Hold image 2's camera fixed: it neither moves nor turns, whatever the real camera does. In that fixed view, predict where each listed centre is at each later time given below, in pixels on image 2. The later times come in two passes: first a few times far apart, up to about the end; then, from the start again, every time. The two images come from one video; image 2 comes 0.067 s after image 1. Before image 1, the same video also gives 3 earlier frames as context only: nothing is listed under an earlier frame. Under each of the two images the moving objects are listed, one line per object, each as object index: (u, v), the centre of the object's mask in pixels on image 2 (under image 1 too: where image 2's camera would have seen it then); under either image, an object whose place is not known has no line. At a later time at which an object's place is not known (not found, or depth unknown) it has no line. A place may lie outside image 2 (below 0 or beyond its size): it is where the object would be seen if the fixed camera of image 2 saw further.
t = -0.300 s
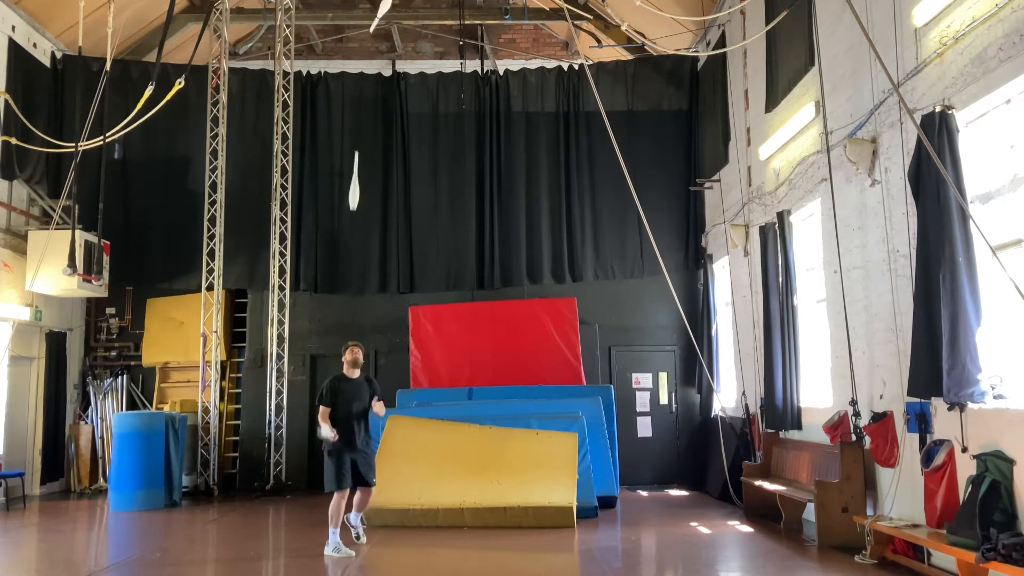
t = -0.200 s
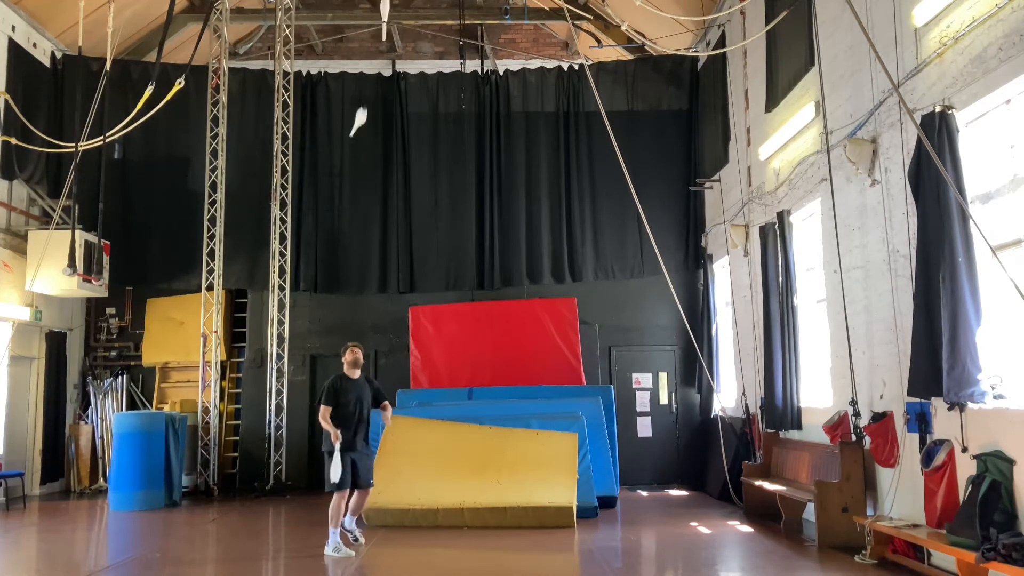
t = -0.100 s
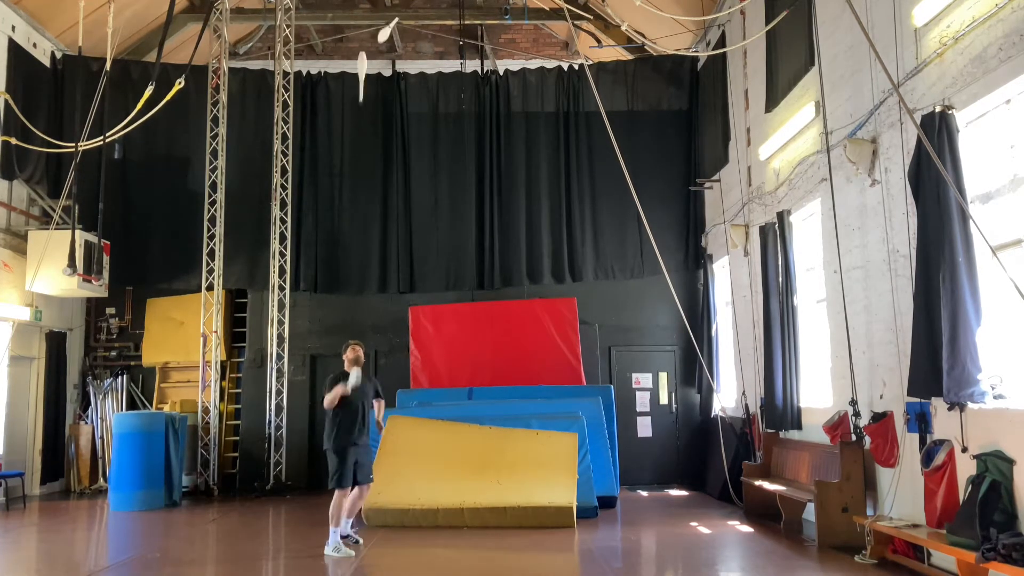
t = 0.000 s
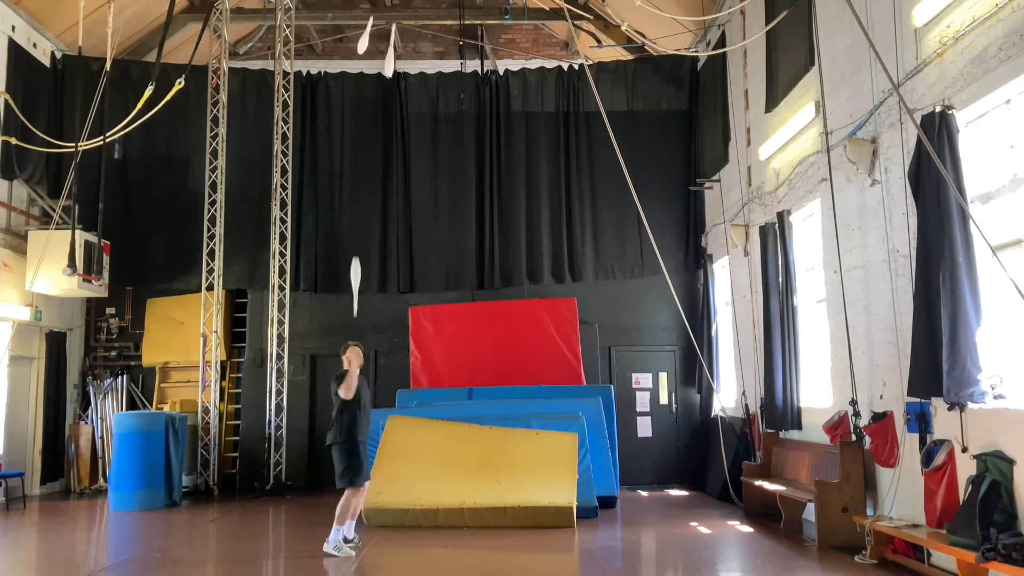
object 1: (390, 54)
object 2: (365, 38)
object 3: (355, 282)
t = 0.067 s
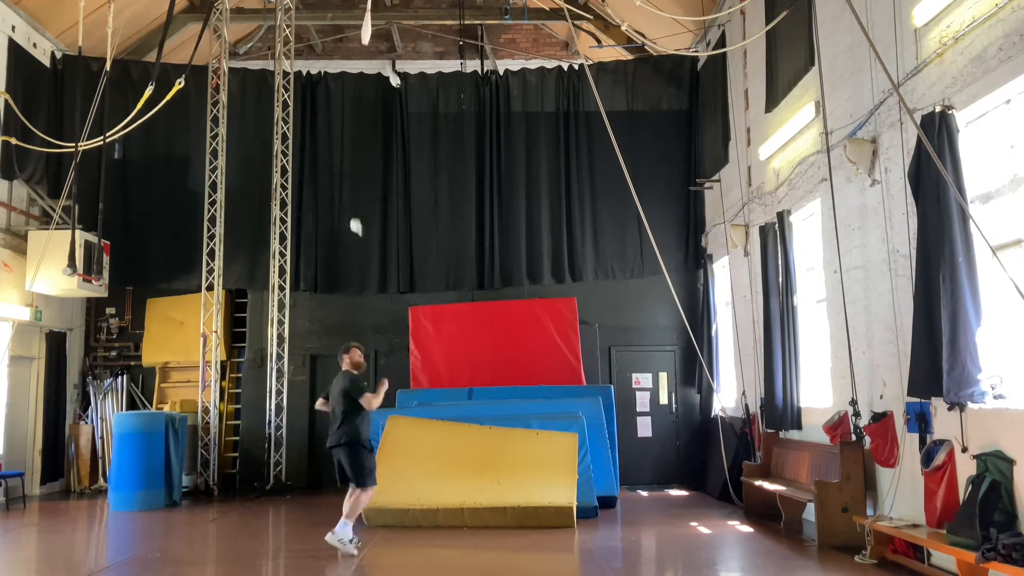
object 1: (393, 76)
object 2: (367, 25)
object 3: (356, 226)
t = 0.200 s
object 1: (396, 132)
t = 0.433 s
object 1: (400, 273)
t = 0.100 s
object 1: (393, 88)
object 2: (368, 18)
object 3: (358, 201)
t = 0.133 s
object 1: (394, 102)
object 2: (370, 10)
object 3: (358, 177)
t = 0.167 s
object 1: (395, 116)
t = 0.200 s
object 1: (396, 132)
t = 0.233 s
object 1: (397, 147)
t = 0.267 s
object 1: (397, 165)
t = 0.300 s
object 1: (397, 184)
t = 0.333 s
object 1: (397, 205)
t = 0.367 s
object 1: (399, 228)
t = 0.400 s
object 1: (399, 250)
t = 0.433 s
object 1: (400, 273)
